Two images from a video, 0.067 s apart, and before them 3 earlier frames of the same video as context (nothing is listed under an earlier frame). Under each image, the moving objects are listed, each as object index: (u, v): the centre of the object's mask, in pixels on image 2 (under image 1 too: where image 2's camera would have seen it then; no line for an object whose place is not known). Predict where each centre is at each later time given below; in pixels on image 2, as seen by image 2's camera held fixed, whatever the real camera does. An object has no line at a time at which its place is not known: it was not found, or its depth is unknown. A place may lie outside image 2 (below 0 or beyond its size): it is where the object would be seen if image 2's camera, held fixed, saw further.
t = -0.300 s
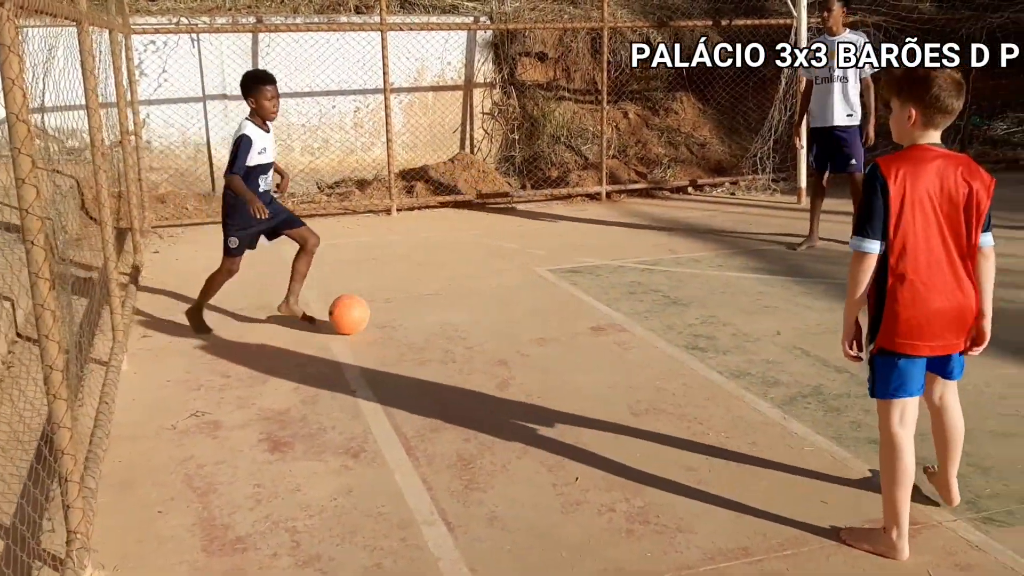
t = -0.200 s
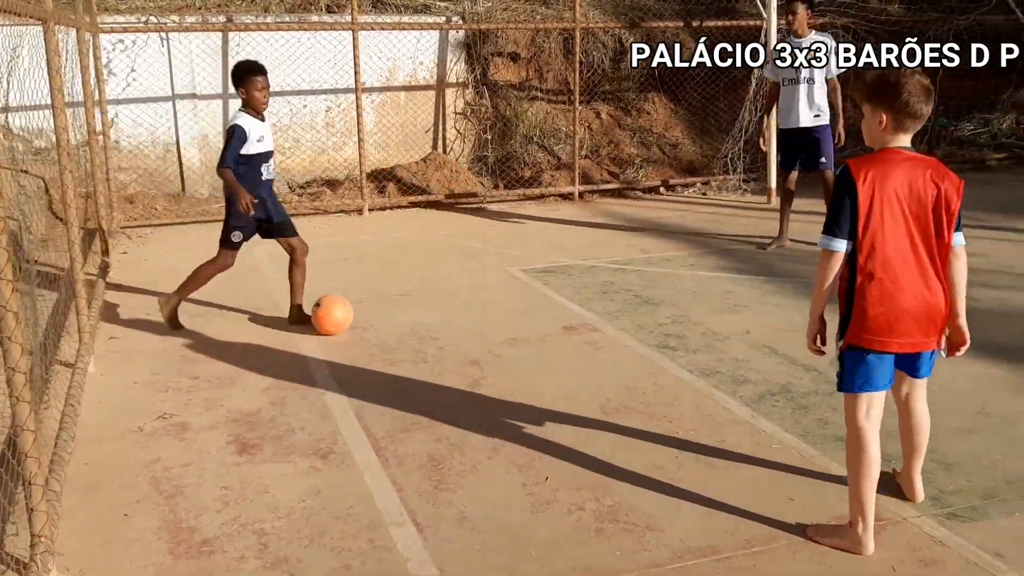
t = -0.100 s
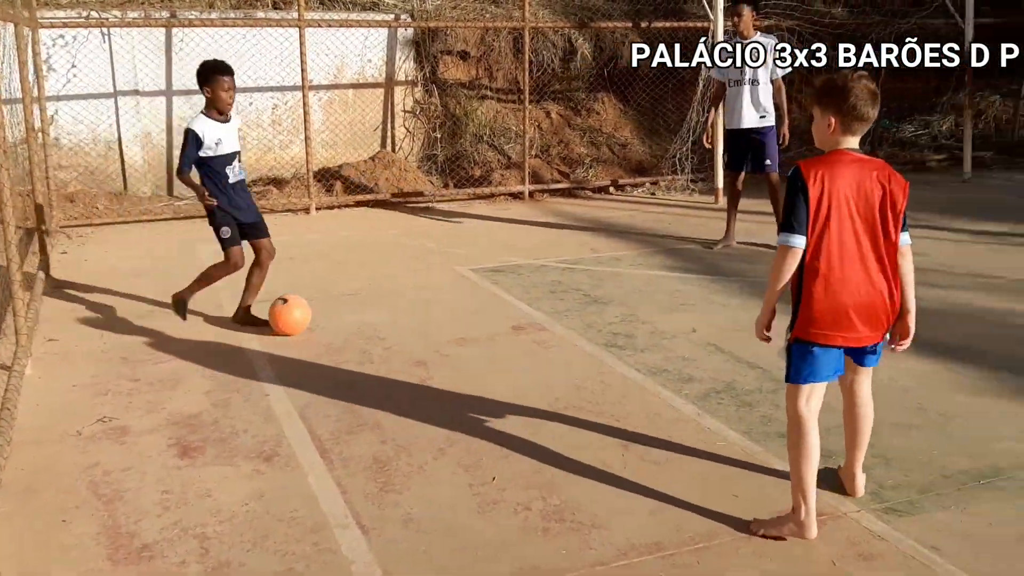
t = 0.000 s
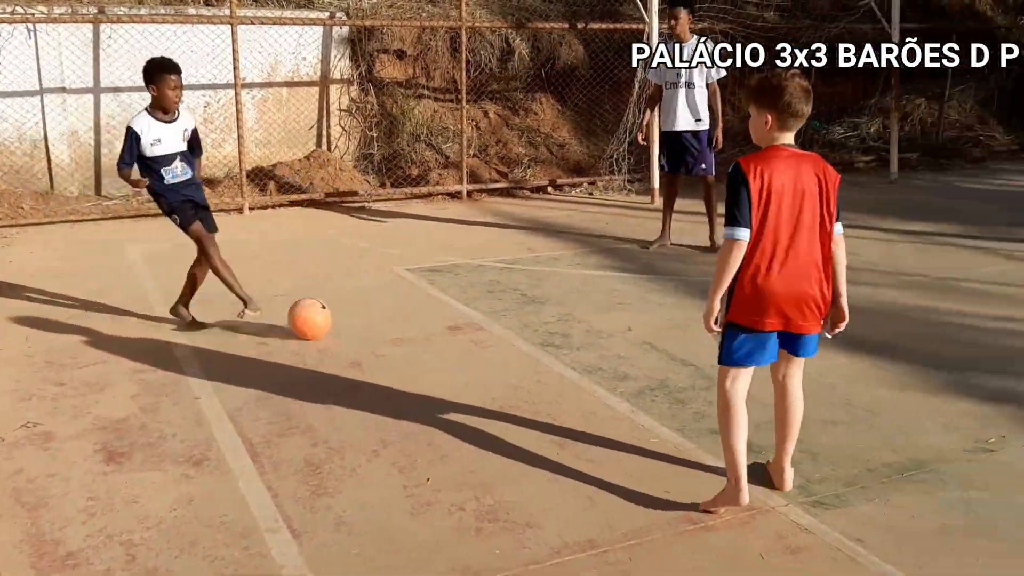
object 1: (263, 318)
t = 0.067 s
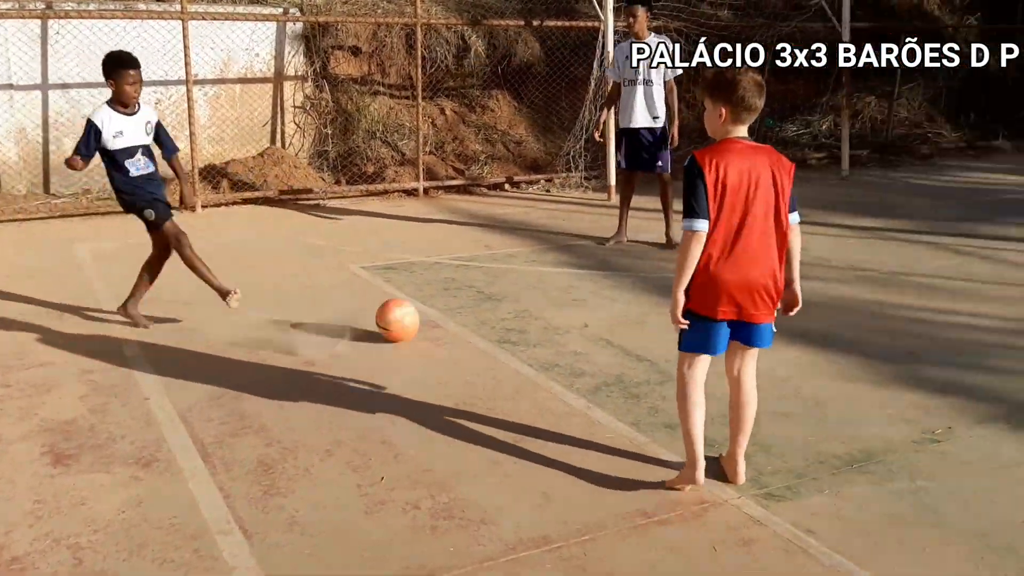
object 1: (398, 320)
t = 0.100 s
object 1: (464, 325)
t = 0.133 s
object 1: (527, 325)
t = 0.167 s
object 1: (589, 326)
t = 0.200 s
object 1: (652, 328)
